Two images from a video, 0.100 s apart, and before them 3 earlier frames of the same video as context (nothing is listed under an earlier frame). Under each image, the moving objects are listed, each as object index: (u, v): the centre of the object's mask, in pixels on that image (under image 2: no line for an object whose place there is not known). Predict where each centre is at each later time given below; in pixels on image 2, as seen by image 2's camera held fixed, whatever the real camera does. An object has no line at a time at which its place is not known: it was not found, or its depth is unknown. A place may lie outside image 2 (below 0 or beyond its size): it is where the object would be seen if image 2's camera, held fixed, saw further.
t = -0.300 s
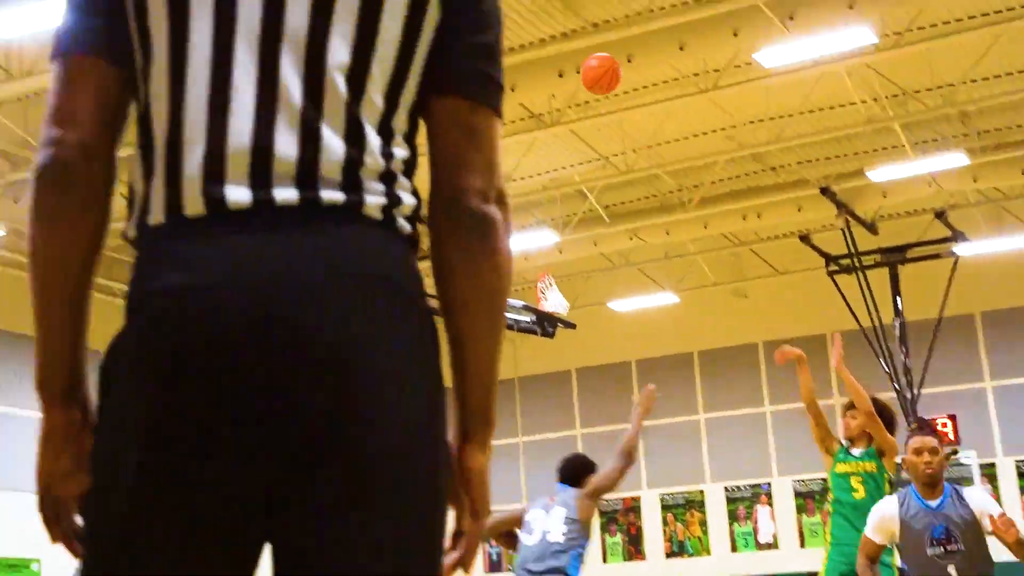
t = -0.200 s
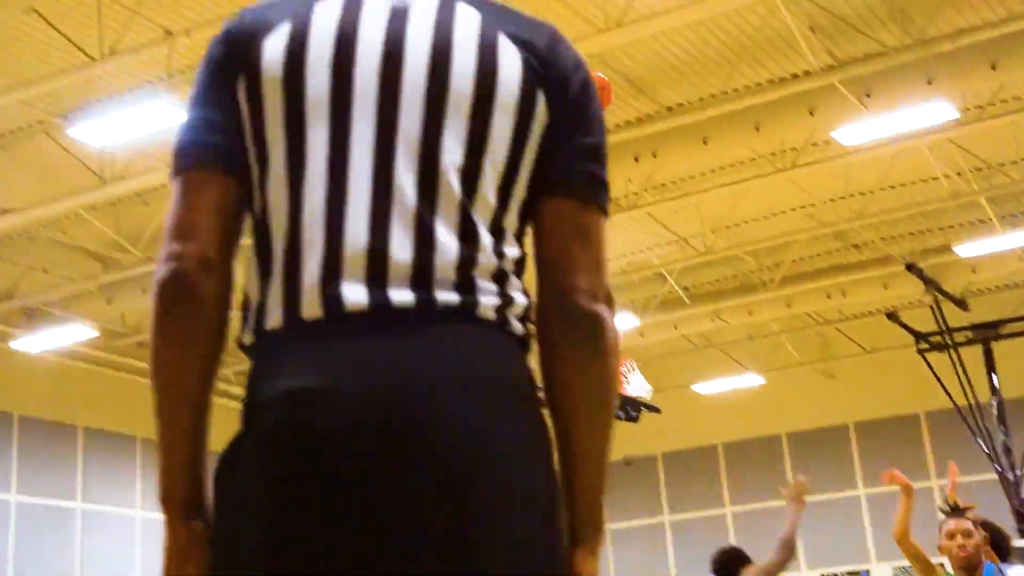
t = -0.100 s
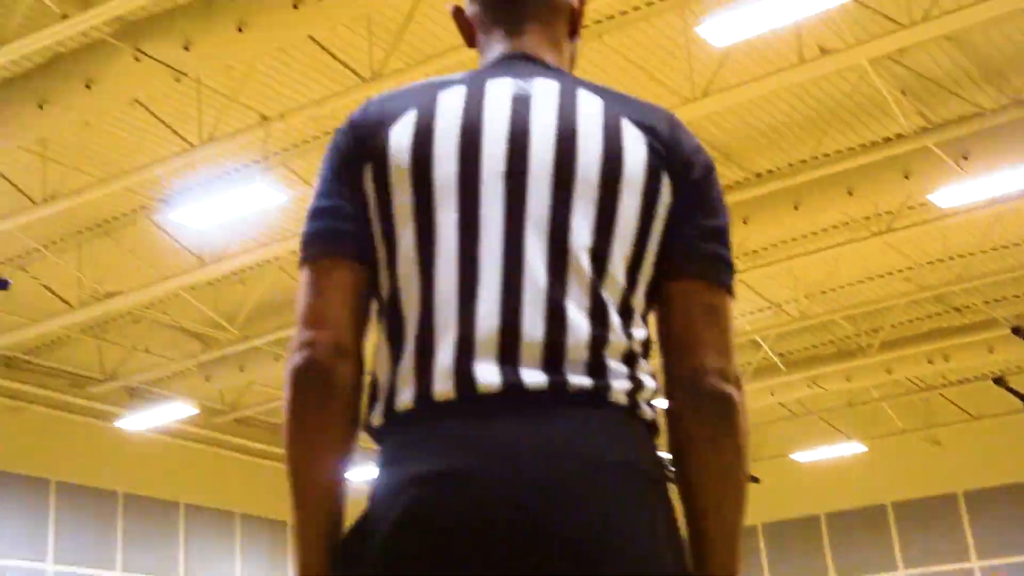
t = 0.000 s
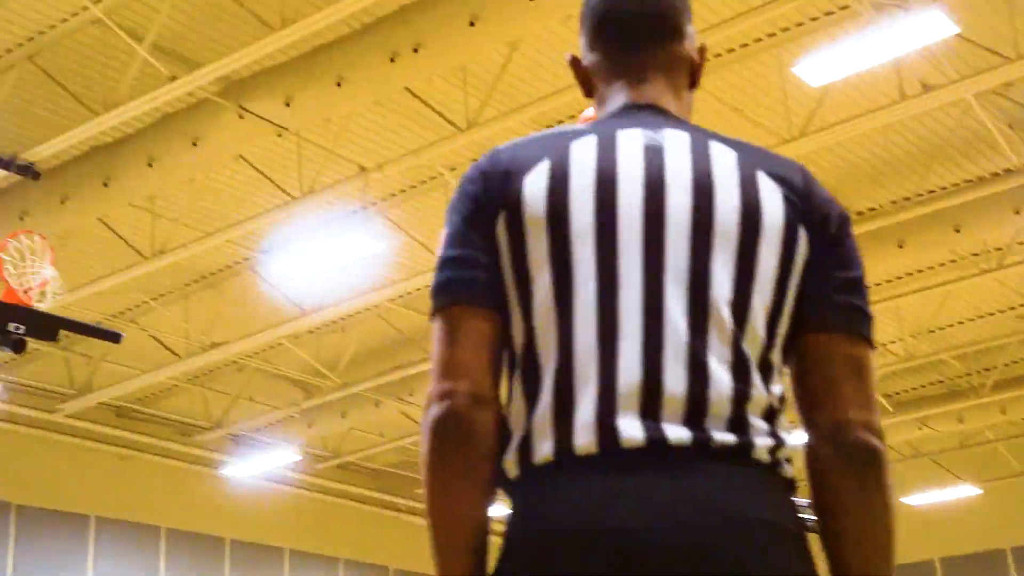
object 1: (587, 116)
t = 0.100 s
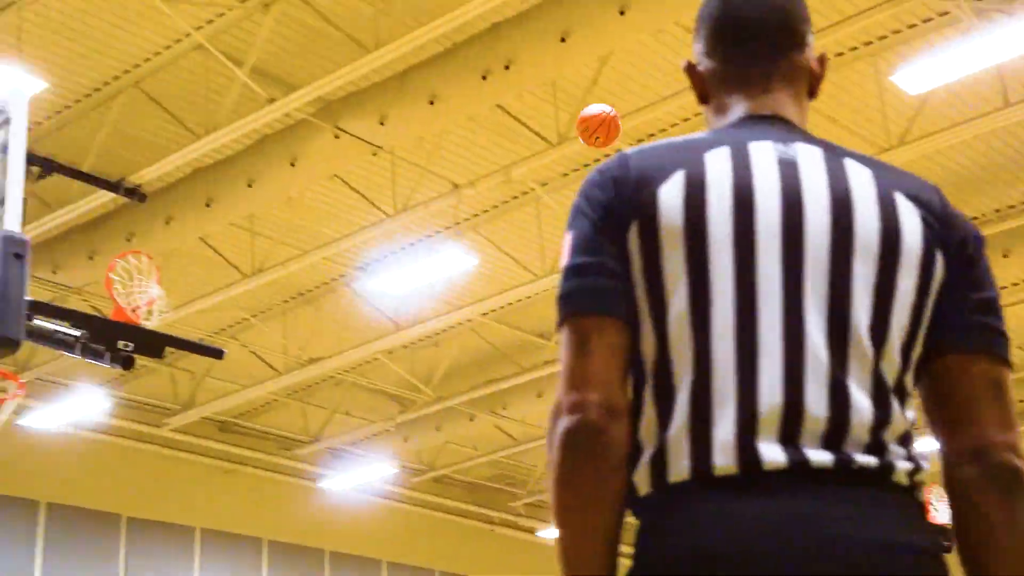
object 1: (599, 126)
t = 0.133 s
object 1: (567, 122)
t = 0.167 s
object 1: (534, 122)
